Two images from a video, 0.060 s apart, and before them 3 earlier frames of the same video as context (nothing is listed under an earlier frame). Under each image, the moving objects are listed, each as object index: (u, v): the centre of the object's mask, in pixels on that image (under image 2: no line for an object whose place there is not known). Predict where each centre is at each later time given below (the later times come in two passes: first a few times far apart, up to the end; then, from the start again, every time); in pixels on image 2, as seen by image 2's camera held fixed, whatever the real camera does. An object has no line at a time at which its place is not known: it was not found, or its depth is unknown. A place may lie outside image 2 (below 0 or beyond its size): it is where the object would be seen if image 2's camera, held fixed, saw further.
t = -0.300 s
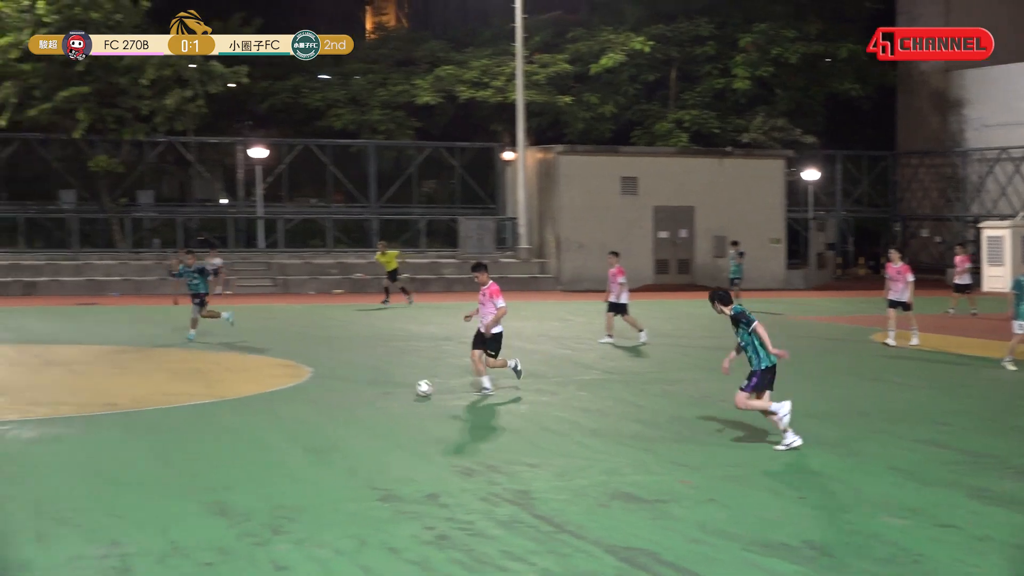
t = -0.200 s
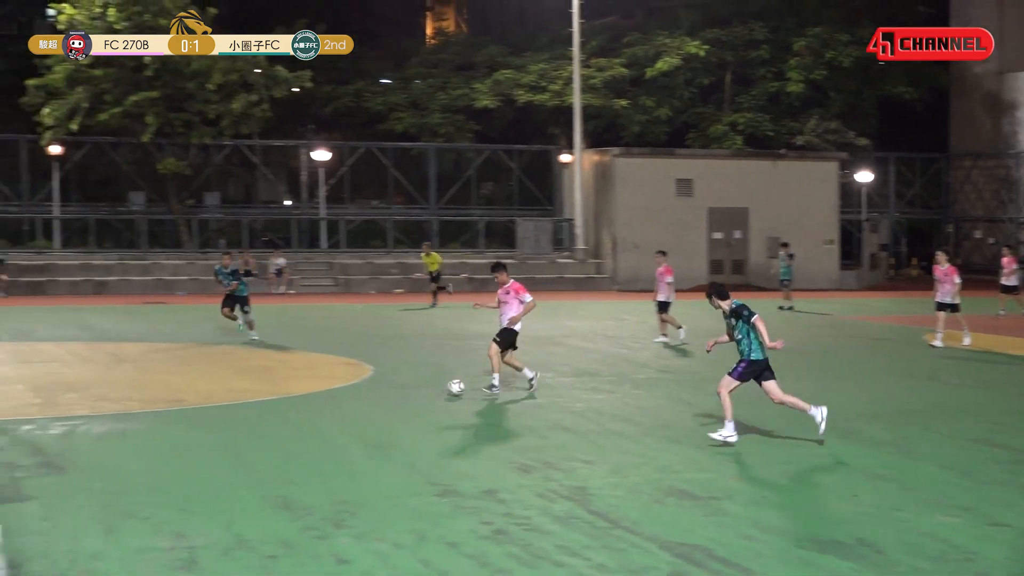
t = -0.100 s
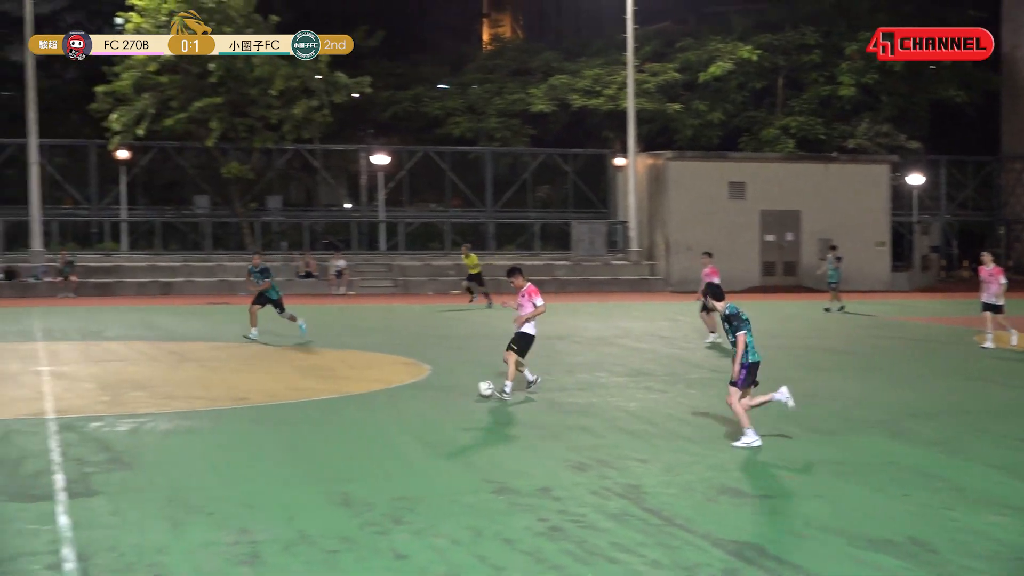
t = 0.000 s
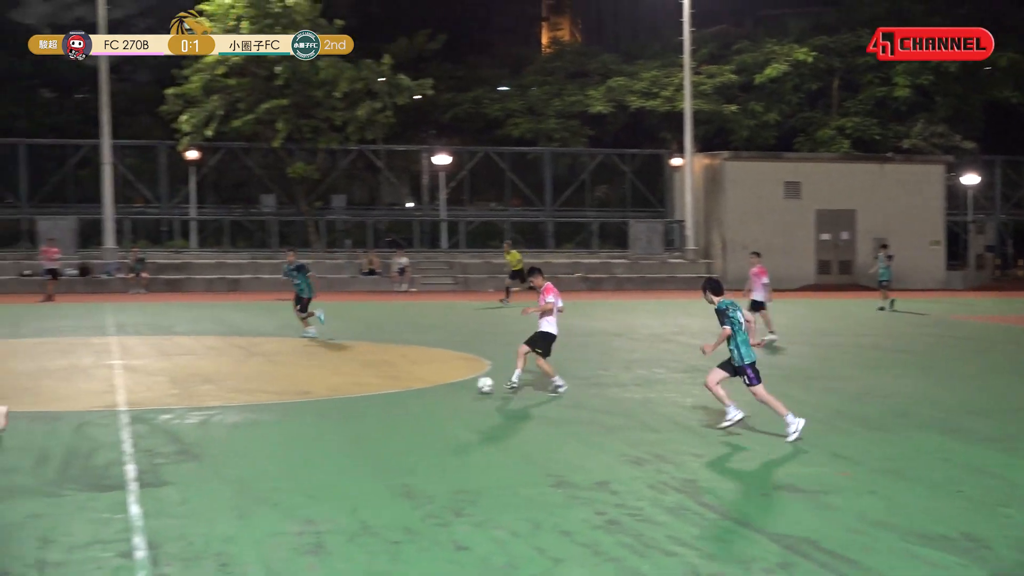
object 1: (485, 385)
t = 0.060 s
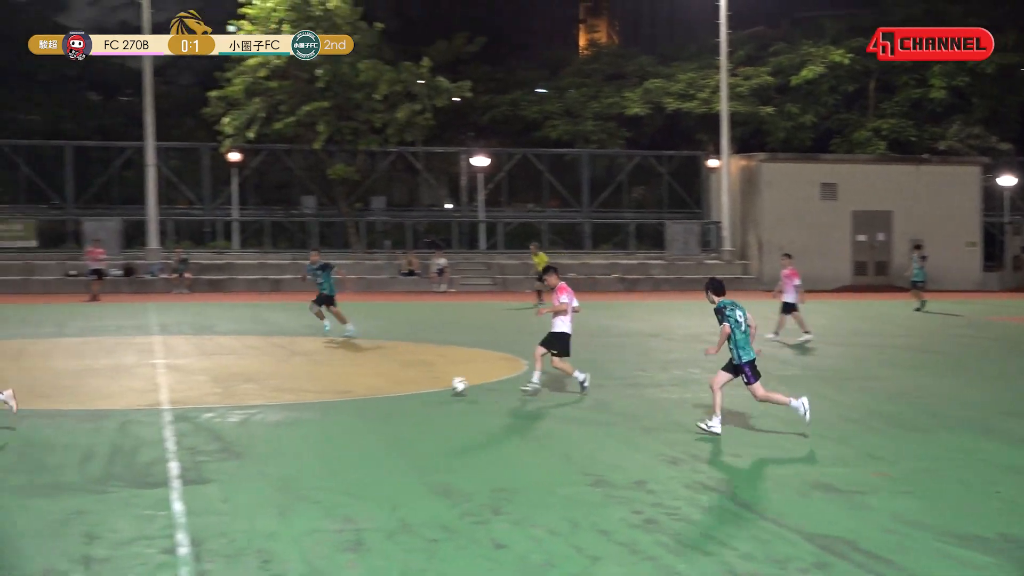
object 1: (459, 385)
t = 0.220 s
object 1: (288, 394)
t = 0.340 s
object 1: (167, 397)
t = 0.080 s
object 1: (438, 386)
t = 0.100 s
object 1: (416, 387)
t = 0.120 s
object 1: (394, 389)
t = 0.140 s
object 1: (372, 390)
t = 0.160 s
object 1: (349, 393)
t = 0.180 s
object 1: (327, 395)
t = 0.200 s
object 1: (308, 393)
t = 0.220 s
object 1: (288, 394)
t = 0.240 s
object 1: (269, 393)
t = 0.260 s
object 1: (248, 393)
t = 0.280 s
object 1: (228, 393)
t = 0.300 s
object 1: (207, 394)
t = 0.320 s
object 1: (186, 396)
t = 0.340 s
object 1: (167, 397)
